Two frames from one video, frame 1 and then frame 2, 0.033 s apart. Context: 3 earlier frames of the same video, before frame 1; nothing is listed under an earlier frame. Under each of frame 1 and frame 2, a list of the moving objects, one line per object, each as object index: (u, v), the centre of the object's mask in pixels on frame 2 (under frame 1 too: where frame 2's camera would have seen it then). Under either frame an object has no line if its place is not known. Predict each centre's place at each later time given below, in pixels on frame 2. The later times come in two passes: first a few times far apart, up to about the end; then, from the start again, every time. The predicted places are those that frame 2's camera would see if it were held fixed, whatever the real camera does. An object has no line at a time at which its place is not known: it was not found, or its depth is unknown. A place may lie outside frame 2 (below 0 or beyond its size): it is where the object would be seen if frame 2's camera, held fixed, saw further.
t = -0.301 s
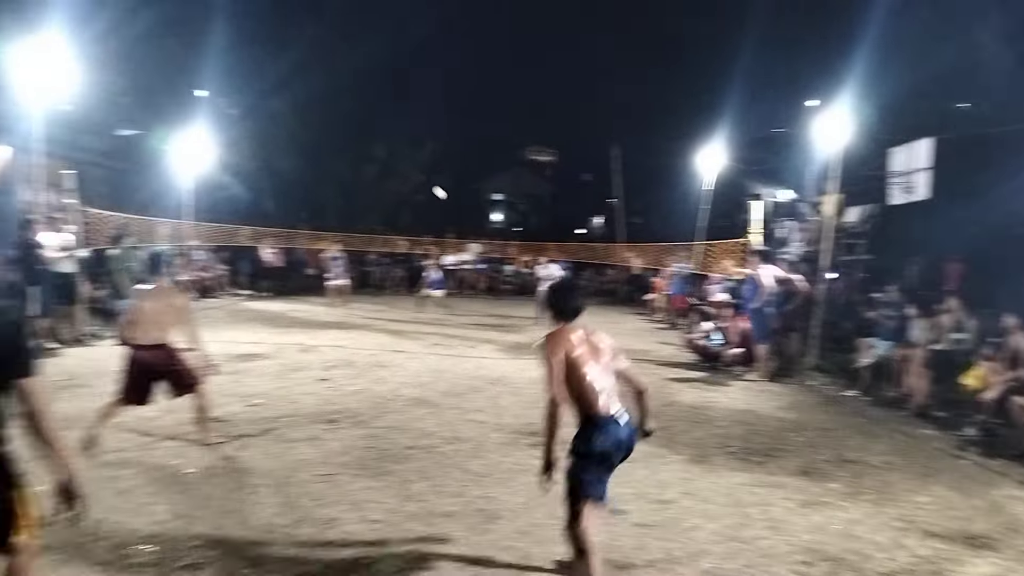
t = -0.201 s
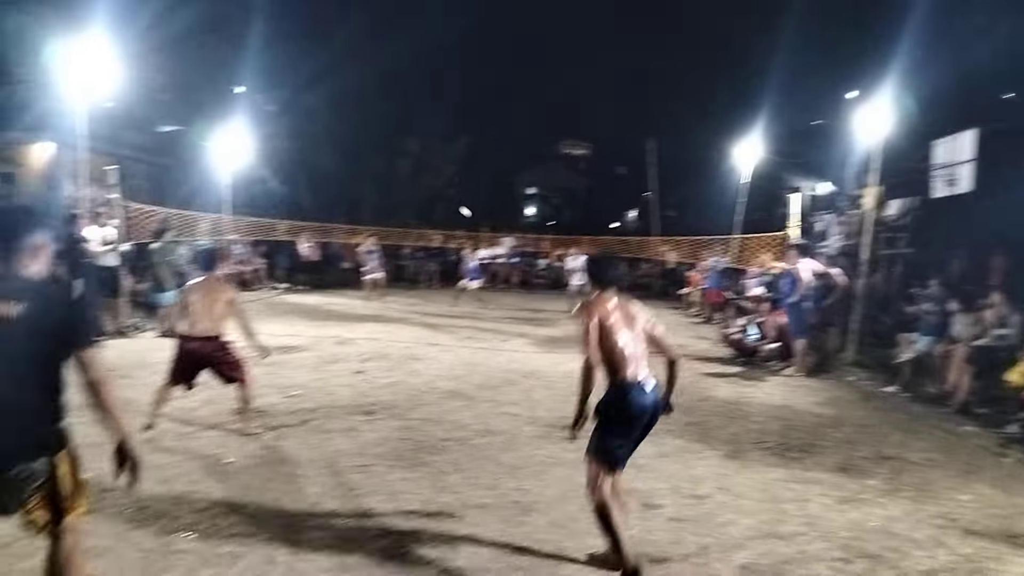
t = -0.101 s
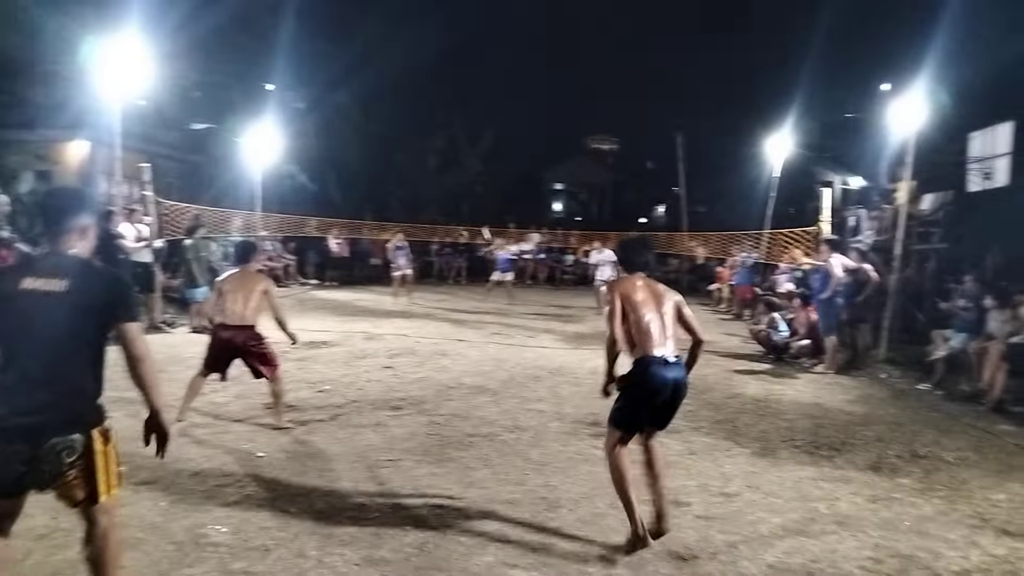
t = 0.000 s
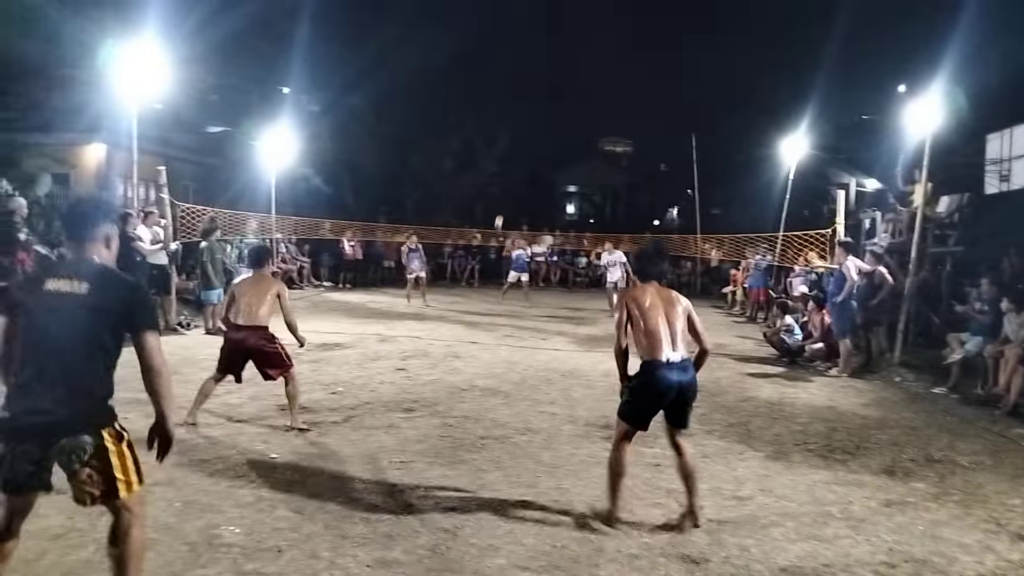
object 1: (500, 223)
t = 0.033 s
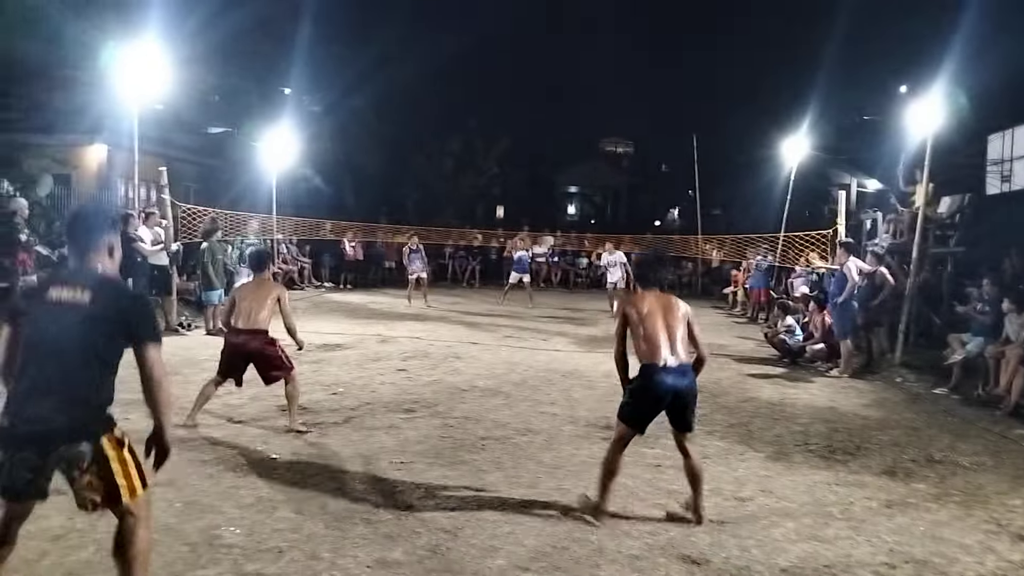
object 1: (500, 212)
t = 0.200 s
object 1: (501, 159)
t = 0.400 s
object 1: (501, 104)
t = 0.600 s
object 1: (498, 62)
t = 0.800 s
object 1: (491, 49)
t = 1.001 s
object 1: (475, 102)
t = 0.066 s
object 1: (500, 201)
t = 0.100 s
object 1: (500, 190)
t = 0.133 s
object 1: (500, 180)
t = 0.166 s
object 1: (501, 169)
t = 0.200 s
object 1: (501, 159)
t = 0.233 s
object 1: (501, 149)
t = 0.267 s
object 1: (501, 139)
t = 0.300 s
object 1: (501, 130)
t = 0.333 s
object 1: (501, 121)
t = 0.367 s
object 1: (501, 112)
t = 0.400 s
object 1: (501, 104)
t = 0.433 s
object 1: (501, 95)
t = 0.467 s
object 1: (500, 88)
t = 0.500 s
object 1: (500, 81)
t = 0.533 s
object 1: (499, 74)
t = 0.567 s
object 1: (499, 68)
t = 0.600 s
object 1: (498, 62)
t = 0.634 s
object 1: (497, 58)
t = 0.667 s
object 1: (497, 54)
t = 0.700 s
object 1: (496, 51)
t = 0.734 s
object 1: (494, 50)
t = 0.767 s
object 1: (493, 49)
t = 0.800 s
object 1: (491, 49)
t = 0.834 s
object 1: (489, 52)
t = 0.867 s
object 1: (487, 57)
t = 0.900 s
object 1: (485, 63)
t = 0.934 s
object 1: (482, 73)
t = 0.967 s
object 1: (479, 86)
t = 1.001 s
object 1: (475, 102)
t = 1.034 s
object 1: (470, 123)
